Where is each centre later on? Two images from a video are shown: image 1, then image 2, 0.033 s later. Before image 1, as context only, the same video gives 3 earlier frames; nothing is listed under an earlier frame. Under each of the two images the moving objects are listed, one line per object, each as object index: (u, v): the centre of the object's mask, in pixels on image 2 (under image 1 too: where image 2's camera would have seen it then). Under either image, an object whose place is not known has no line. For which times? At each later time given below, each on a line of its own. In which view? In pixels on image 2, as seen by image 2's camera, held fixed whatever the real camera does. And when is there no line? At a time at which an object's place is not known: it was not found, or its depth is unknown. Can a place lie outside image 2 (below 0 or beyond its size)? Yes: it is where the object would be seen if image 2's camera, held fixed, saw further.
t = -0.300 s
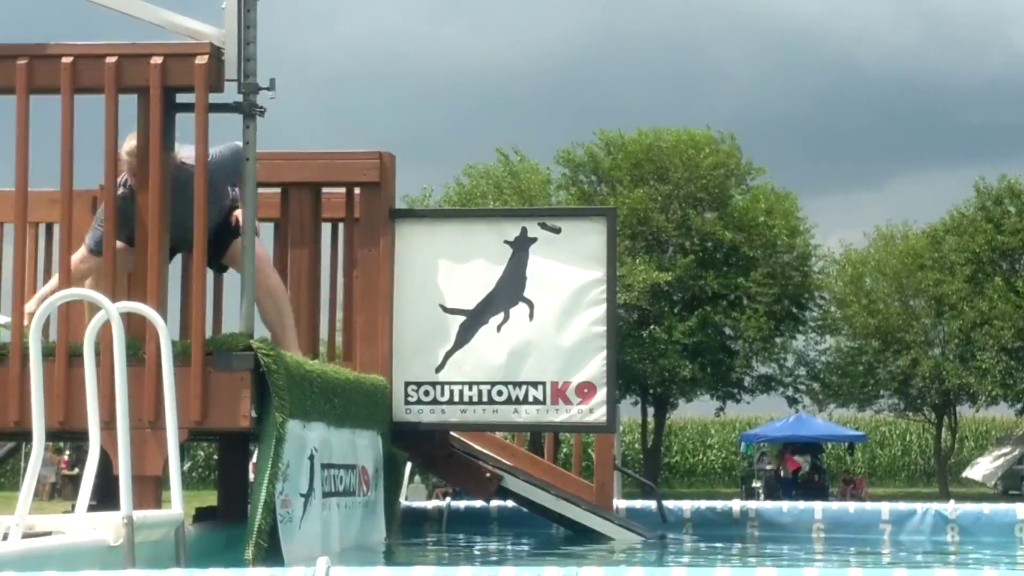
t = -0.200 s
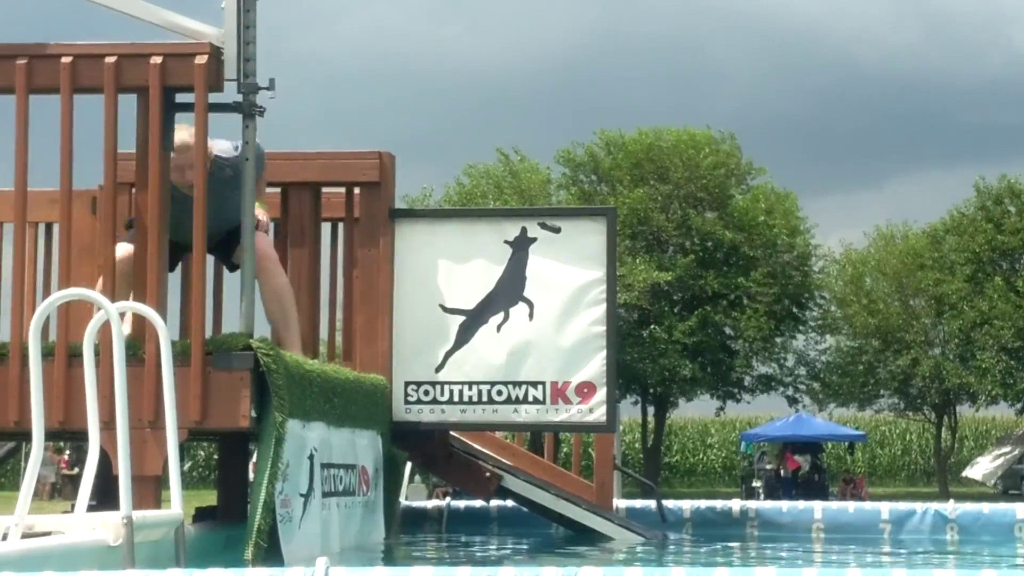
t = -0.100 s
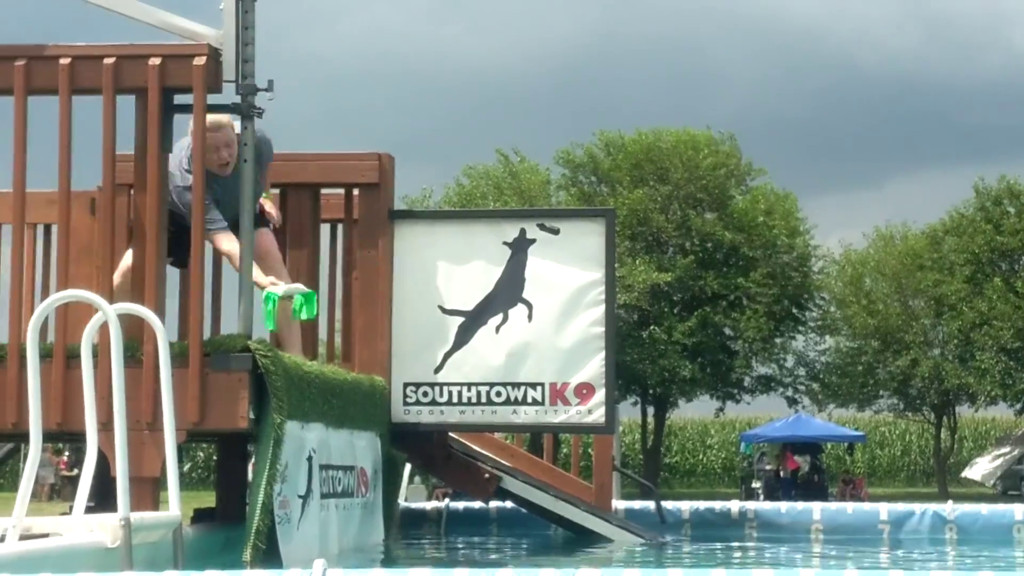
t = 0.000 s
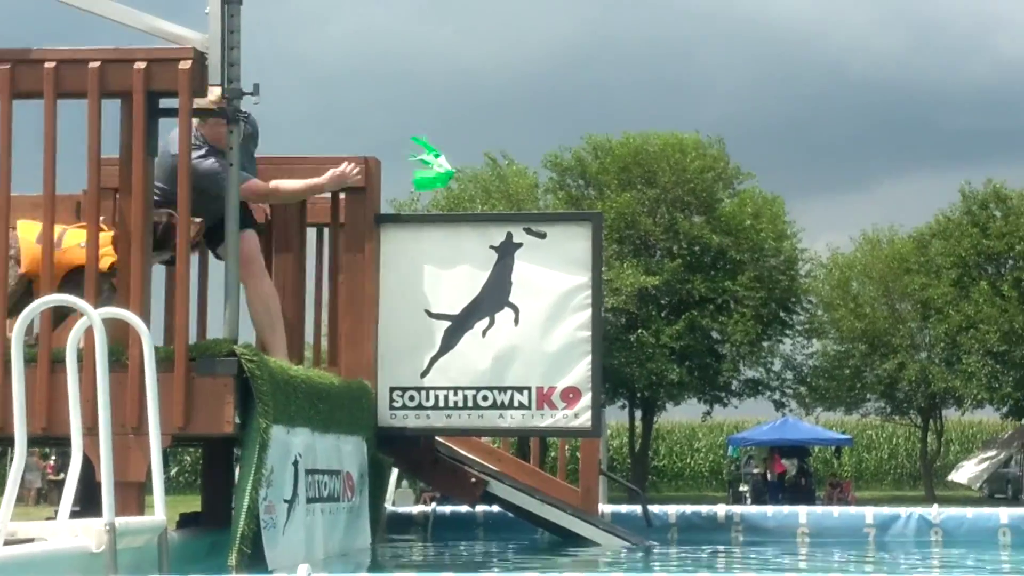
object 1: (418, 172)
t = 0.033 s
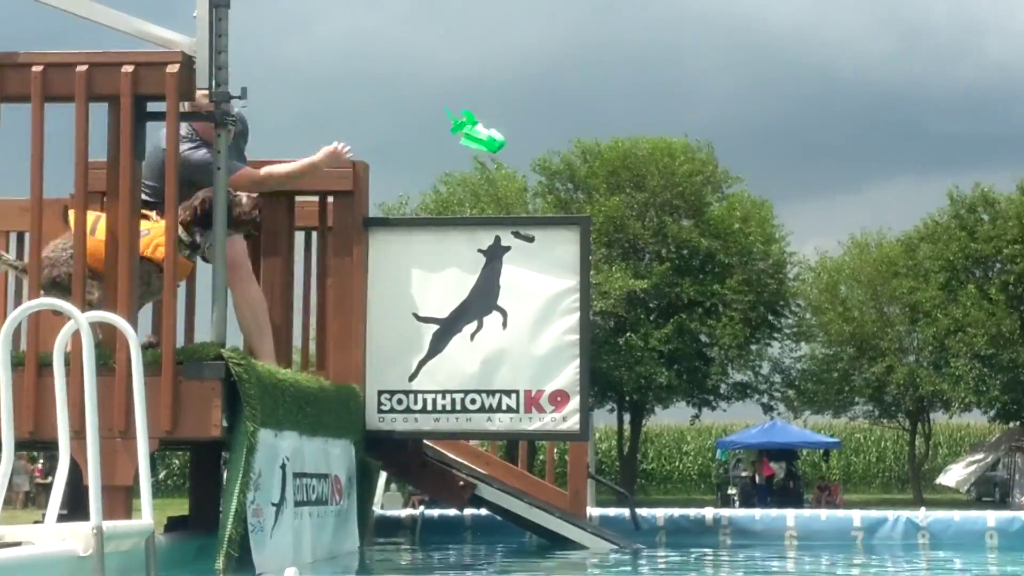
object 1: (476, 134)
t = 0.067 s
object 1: (532, 100)
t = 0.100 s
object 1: (580, 72)
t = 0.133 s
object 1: (632, 45)
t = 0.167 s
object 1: (684, 19)
